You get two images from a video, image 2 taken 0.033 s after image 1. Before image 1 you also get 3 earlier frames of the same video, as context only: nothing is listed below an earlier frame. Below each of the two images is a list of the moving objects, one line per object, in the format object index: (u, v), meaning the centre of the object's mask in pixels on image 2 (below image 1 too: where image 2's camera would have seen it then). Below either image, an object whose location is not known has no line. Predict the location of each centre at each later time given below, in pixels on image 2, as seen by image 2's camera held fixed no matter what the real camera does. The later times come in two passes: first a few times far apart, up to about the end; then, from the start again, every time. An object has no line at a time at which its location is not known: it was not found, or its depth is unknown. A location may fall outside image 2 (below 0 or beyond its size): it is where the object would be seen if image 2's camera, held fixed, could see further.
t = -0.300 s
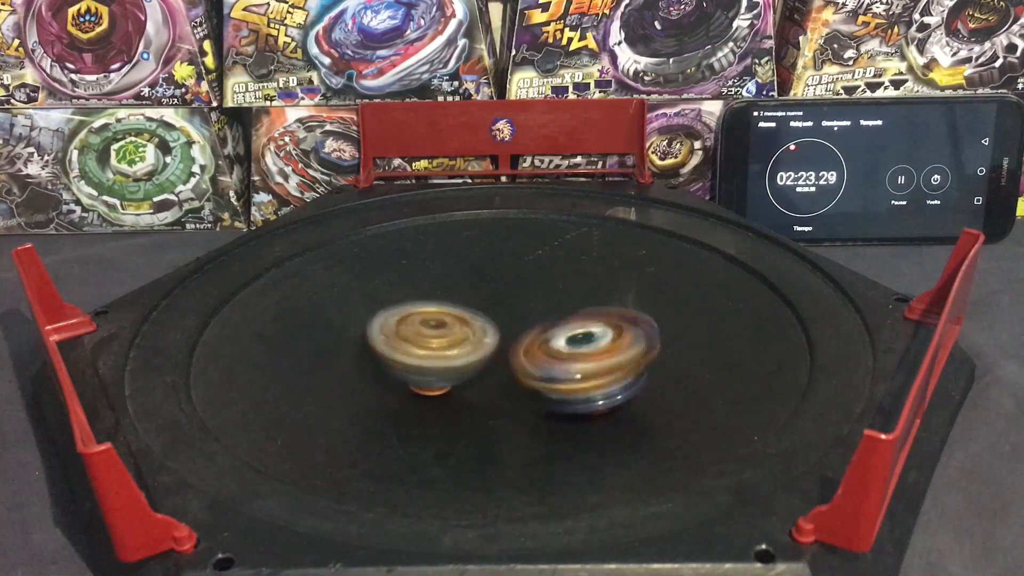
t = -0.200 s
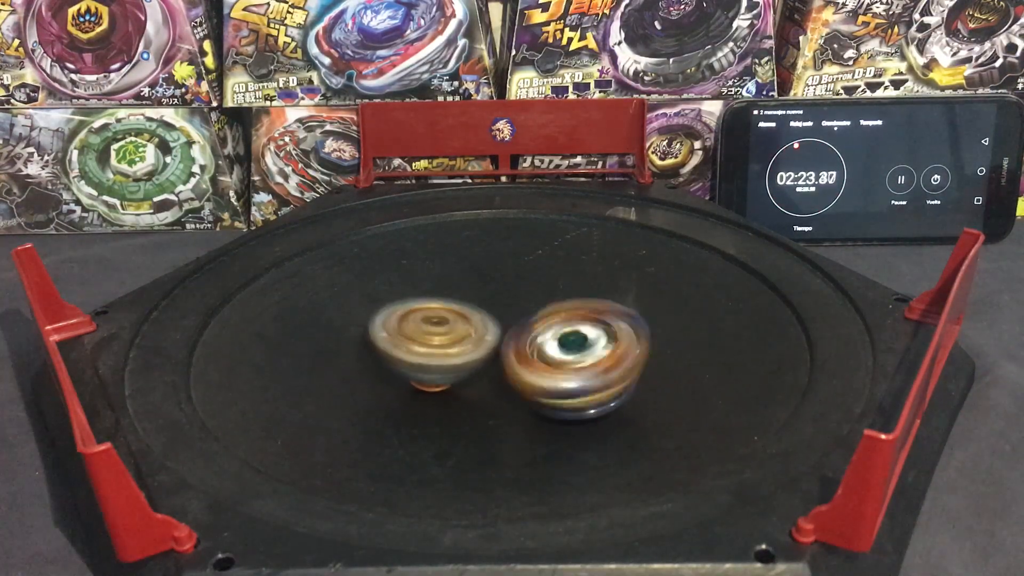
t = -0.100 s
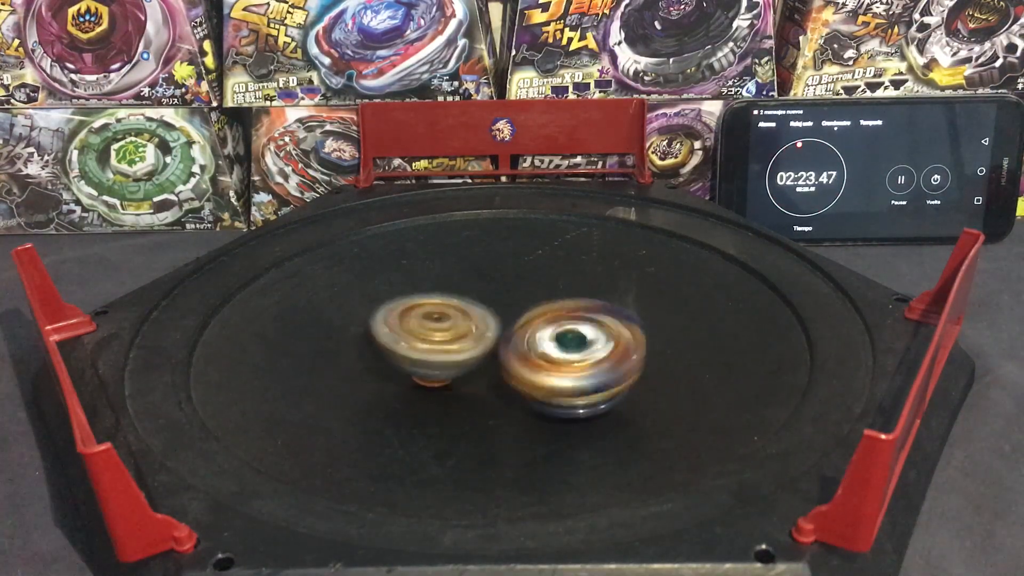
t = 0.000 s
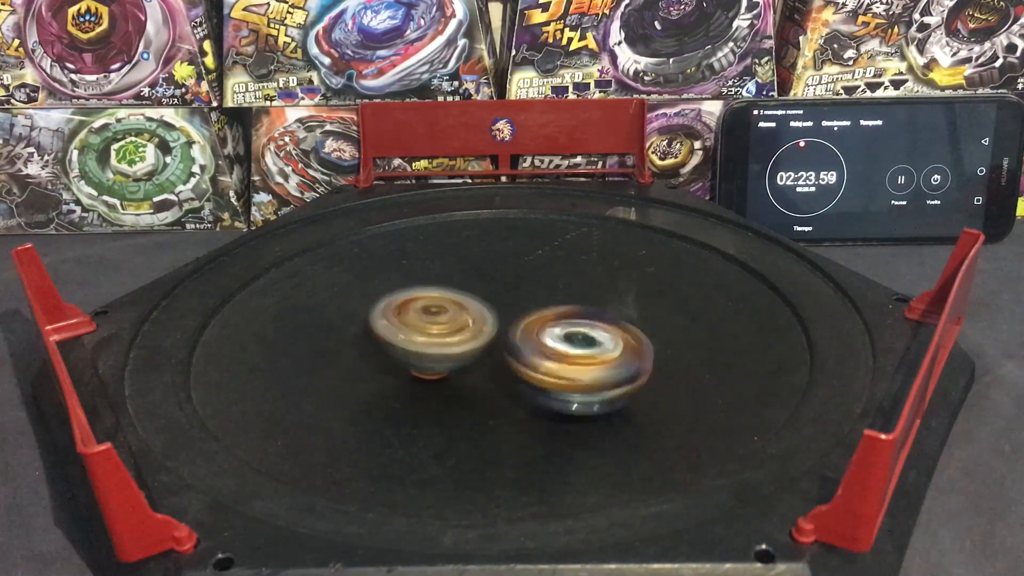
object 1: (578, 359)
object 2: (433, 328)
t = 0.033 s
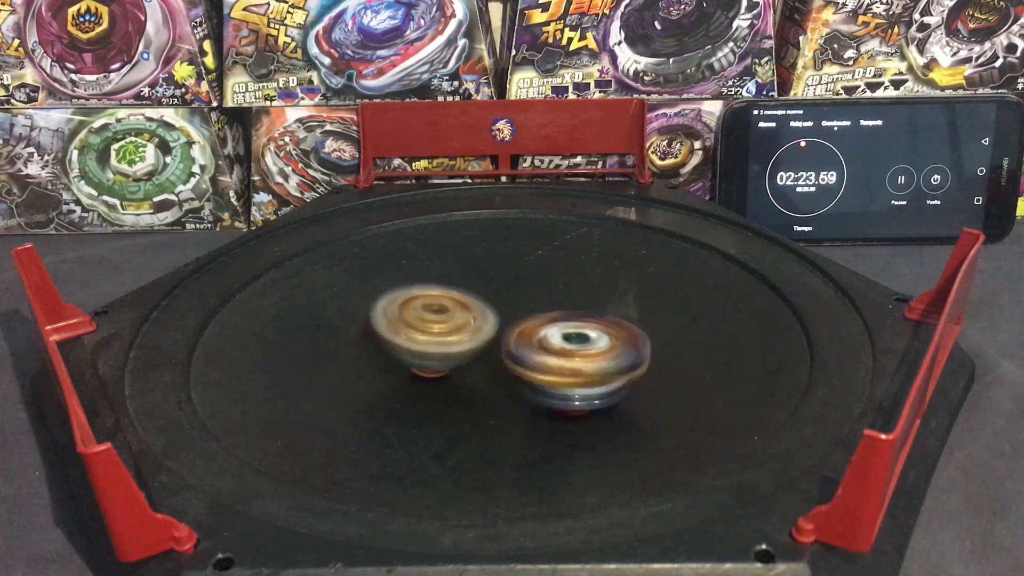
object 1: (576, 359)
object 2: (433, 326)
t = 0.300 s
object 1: (559, 363)
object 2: (450, 315)
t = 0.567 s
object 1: (547, 367)
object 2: (471, 303)
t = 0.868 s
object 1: (540, 381)
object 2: (501, 293)
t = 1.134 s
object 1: (490, 382)
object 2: (519, 289)
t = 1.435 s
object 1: (452, 387)
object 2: (529, 302)
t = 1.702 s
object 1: (466, 375)
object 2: (541, 304)
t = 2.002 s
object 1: (416, 370)
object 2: (545, 309)
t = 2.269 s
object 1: (419, 369)
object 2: (529, 313)
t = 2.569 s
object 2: (541, 306)
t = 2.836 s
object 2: (544, 303)
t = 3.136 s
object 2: (550, 307)
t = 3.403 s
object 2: (549, 317)
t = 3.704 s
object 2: (553, 326)
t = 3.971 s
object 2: (560, 333)
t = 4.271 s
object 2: (570, 340)
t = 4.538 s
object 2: (558, 343)
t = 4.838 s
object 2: (553, 346)
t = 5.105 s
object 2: (548, 347)
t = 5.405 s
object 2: (546, 350)
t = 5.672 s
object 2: (543, 360)
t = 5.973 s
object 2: (536, 358)
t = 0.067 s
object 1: (571, 360)
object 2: (435, 325)
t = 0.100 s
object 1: (569, 361)
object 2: (435, 323)
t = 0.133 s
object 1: (568, 362)
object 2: (438, 322)
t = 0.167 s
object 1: (571, 363)
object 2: (439, 320)
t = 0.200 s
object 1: (572, 362)
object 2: (442, 319)
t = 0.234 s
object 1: (569, 362)
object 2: (445, 318)
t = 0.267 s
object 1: (565, 361)
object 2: (447, 317)
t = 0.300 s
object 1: (559, 363)
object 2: (450, 315)
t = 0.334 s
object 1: (556, 365)
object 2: (453, 315)
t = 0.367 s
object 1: (555, 365)
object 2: (455, 313)
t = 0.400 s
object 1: (552, 364)
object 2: (457, 312)
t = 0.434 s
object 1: (554, 366)
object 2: (459, 309)
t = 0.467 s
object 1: (558, 367)
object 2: (461, 307)
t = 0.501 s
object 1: (555, 366)
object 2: (465, 305)
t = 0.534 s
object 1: (550, 367)
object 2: (468, 305)
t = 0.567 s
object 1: (547, 367)
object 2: (471, 303)
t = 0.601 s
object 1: (548, 373)
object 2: (474, 298)
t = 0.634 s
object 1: (551, 380)
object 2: (482, 294)
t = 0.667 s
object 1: (551, 383)
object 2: (486, 292)
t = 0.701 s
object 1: (550, 383)
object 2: (490, 290)
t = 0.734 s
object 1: (549, 382)
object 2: (493, 290)
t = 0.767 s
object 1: (545, 382)
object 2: (495, 291)
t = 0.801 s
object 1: (541, 382)
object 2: (498, 292)
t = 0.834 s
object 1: (540, 382)
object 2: (499, 293)
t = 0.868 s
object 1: (540, 381)
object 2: (501, 293)
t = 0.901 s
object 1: (537, 381)
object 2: (502, 294)
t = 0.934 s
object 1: (535, 379)
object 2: (502, 294)
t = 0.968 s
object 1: (532, 377)
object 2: (504, 295)
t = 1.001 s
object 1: (527, 376)
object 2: (505, 296)
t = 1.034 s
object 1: (520, 374)
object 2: (505, 294)
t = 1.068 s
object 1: (514, 371)
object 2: (508, 293)
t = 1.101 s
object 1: (508, 373)
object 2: (515, 286)
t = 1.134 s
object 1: (490, 382)
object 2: (519, 289)
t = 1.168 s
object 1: (475, 385)
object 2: (524, 285)
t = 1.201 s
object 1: (458, 389)
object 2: (526, 285)
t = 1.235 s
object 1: (452, 390)
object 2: (527, 286)
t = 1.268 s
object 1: (449, 391)
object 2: (529, 288)
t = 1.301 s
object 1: (450, 390)
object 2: (530, 291)
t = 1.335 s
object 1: (450, 390)
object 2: (529, 294)
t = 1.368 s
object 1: (450, 391)
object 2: (529, 297)
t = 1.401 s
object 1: (451, 390)
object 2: (529, 299)
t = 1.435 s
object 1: (452, 387)
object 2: (529, 302)
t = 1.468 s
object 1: (453, 388)
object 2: (528, 304)
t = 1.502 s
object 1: (455, 386)
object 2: (529, 306)
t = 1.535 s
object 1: (460, 382)
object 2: (530, 306)
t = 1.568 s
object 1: (466, 379)
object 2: (530, 307)
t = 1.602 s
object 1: (461, 379)
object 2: (534, 306)
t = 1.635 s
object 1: (461, 380)
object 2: (539, 304)
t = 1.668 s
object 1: (464, 379)
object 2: (541, 303)
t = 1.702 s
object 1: (466, 375)
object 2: (541, 304)
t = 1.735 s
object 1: (463, 373)
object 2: (540, 305)
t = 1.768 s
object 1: (458, 373)
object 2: (539, 307)
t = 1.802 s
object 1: (454, 373)
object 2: (537, 309)
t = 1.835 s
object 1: (449, 373)
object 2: (537, 310)
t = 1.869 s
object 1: (449, 370)
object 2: (536, 311)
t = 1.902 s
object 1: (438, 369)
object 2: (542, 311)
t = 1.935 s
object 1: (430, 370)
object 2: (547, 309)
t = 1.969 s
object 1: (422, 370)
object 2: (547, 309)
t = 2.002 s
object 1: (416, 370)
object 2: (545, 309)
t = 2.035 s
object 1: (412, 371)
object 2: (543, 310)
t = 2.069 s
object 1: (413, 372)
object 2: (541, 311)
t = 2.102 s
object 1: (416, 373)
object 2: (539, 311)
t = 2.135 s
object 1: (415, 372)
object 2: (537, 312)
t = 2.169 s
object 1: (415, 371)
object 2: (534, 312)
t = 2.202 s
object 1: (415, 370)
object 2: (532, 313)
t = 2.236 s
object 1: (416, 370)
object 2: (530, 313)
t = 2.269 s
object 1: (419, 369)
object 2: (529, 313)
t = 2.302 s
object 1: (421, 367)
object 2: (527, 314)
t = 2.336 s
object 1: (420, 364)
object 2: (531, 312)
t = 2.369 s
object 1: (424, 362)
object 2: (533, 311)
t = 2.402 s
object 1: (427, 360)
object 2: (533, 311)
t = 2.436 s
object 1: (420, 360)
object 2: (538, 309)
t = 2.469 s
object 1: (416, 360)
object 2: (541, 307)
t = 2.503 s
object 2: (541, 307)
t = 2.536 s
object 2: (541, 306)
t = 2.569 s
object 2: (541, 306)
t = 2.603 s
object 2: (540, 306)
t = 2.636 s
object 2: (539, 306)
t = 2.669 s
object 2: (537, 306)
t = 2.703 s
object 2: (536, 306)
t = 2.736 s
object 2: (535, 306)
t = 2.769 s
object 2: (534, 305)
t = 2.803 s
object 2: (535, 305)
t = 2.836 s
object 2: (544, 303)
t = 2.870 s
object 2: (548, 303)
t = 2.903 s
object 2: (548, 303)
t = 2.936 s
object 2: (549, 303)
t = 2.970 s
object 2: (550, 304)
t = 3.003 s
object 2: (550, 304)
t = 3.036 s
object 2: (551, 305)
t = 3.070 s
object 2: (551, 306)
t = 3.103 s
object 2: (551, 307)
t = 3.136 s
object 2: (550, 307)
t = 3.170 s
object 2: (550, 309)
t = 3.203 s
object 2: (549, 310)
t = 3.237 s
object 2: (548, 311)
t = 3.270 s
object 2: (548, 312)
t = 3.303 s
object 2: (548, 313)
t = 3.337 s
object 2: (550, 314)
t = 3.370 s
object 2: (551, 315)
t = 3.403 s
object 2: (549, 317)
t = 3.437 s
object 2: (549, 318)
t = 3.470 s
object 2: (557, 318)
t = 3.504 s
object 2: (560, 319)
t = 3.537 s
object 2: (560, 321)
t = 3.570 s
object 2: (559, 322)
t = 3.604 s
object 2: (559, 323)
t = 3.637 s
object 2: (557, 324)
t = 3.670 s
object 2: (555, 325)
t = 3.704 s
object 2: (553, 326)
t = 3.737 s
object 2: (551, 327)
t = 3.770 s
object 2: (549, 328)
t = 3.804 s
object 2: (547, 329)
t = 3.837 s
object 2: (551, 329)
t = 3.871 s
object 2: (556, 330)
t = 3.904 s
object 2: (556, 330)
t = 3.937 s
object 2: (560, 332)
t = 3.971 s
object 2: (560, 333)
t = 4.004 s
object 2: (560, 334)
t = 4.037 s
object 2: (560, 334)
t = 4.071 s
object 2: (558, 334)
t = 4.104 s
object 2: (558, 335)
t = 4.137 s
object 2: (566, 337)
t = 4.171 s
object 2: (570, 338)
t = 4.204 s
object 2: (571, 339)
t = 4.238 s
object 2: (570, 340)
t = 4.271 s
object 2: (570, 340)
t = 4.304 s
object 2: (569, 341)
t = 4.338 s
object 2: (568, 341)
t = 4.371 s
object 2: (567, 342)
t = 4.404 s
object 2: (566, 342)
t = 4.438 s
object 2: (564, 342)
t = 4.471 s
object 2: (562, 342)
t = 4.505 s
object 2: (560, 343)
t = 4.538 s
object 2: (558, 343)
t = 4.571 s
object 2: (556, 343)
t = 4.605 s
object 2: (560, 344)
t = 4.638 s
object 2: (561, 346)
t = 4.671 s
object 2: (559, 346)
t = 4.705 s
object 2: (559, 346)
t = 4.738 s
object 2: (558, 346)
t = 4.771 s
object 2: (556, 346)
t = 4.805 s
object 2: (555, 346)
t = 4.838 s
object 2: (553, 346)
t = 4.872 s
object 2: (552, 345)
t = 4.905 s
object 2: (551, 345)
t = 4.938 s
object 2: (549, 344)
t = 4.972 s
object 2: (549, 344)
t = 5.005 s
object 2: (548, 345)
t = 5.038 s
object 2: (546, 345)
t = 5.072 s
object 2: (545, 345)
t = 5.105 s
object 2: (548, 347)
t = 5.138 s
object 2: (547, 348)
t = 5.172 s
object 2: (547, 348)
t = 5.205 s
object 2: (547, 347)
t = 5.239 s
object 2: (548, 348)
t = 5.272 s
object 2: (546, 349)
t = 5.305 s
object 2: (546, 349)
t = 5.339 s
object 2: (546, 349)
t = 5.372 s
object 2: (546, 349)
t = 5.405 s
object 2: (546, 350)
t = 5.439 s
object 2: (546, 351)
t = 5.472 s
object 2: (545, 351)
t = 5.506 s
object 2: (546, 352)
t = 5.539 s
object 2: (546, 351)
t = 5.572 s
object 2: (546, 352)
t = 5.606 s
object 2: (546, 357)
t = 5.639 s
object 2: (543, 359)
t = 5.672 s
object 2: (543, 360)
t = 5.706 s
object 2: (544, 360)
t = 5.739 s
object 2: (542, 361)
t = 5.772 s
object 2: (542, 361)
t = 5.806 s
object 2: (541, 361)
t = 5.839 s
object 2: (539, 361)
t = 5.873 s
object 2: (538, 360)
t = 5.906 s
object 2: (537, 359)
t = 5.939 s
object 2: (536, 359)
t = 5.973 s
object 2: (536, 358)
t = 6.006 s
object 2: (535, 358)
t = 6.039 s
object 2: (534, 356)
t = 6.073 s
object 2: (534, 357)
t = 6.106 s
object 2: (532, 357)
